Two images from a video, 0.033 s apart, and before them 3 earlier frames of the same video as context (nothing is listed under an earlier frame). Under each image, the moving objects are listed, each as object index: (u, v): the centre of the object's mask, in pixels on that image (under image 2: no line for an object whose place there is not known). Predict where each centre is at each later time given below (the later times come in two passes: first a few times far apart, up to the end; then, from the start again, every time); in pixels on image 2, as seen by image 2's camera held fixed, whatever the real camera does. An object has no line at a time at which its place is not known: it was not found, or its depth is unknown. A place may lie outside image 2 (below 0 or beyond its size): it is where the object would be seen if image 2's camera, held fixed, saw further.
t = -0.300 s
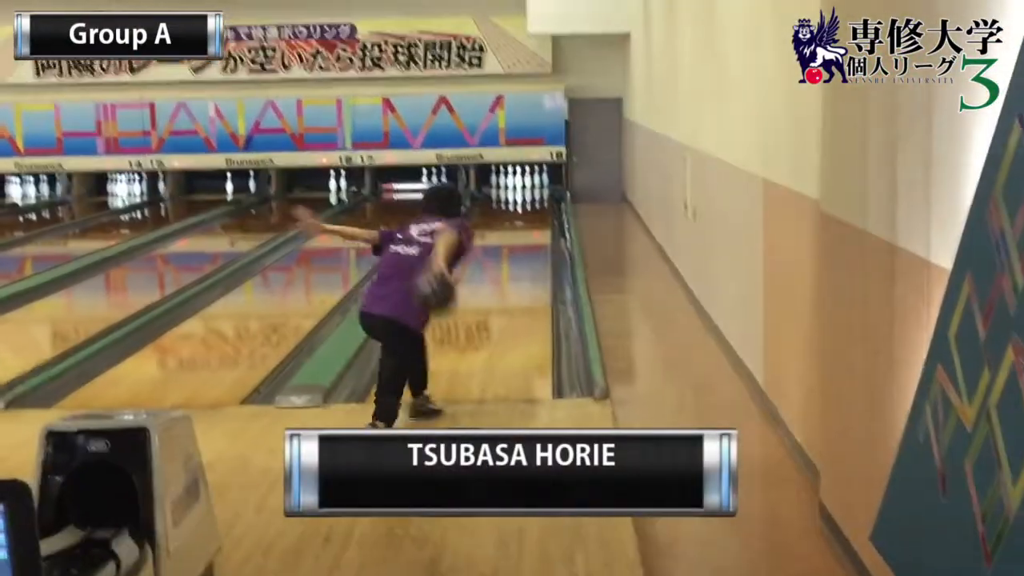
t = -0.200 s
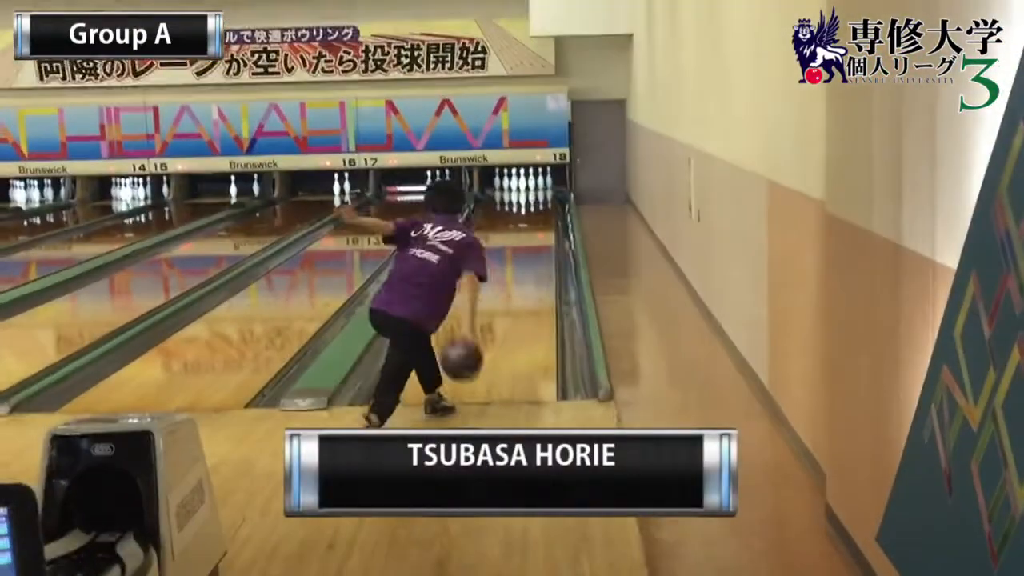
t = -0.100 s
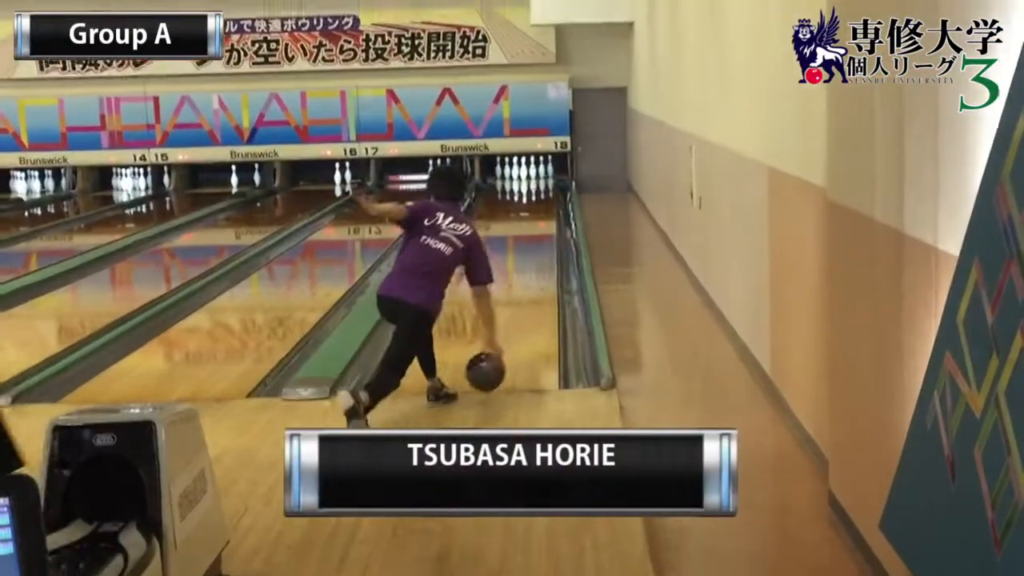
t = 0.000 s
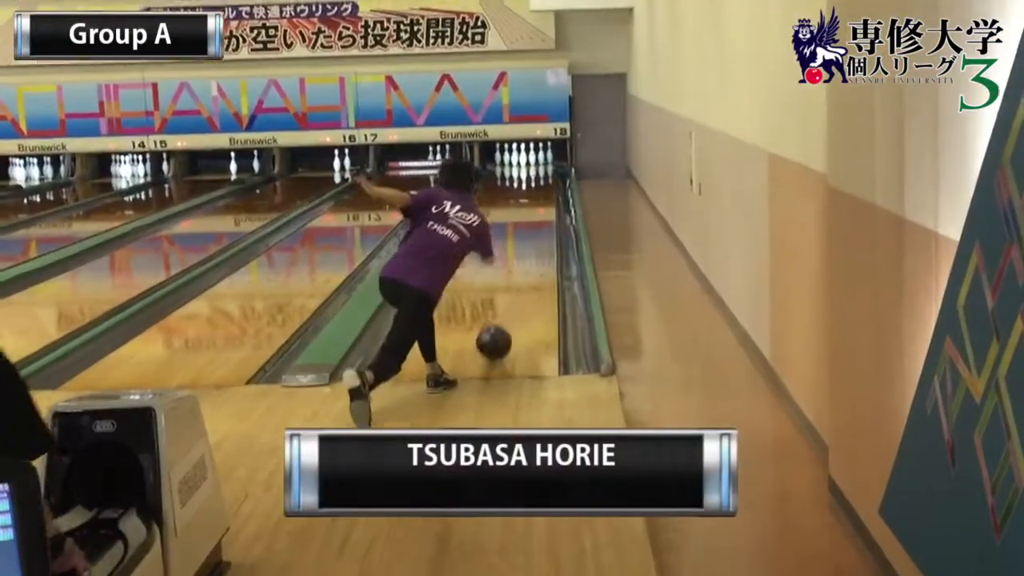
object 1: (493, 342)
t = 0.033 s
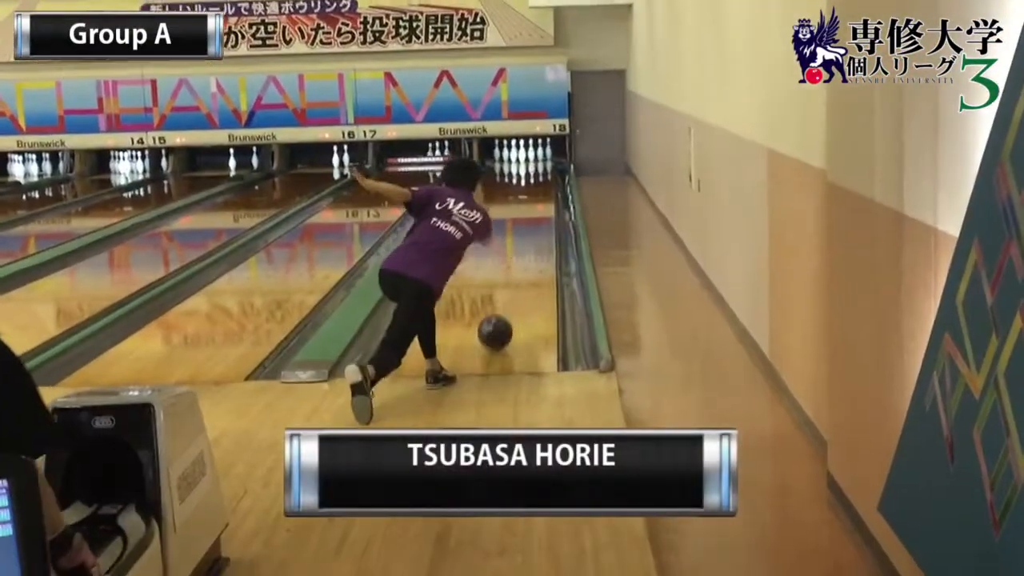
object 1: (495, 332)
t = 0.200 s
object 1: (504, 300)
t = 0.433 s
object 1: (514, 267)
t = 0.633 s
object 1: (521, 246)
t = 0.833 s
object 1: (528, 230)
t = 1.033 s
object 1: (529, 213)
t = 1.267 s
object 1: (532, 200)
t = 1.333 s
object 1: (533, 196)
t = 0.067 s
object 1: (496, 325)
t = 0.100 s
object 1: (499, 319)
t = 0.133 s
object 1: (500, 313)
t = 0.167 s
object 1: (502, 307)
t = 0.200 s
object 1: (504, 300)
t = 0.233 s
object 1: (506, 295)
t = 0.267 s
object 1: (508, 290)
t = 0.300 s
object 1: (509, 285)
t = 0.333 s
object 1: (511, 280)
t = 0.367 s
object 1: (512, 275)
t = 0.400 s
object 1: (513, 271)
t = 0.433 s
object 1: (514, 267)
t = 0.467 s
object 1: (516, 263)
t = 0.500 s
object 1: (517, 259)
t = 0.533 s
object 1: (518, 255)
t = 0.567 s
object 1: (519, 252)
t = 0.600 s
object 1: (520, 249)
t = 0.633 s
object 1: (521, 246)
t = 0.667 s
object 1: (522, 242)
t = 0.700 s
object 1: (522, 240)
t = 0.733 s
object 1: (523, 237)
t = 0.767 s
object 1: (525, 235)
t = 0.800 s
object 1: (527, 232)
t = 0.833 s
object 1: (528, 230)
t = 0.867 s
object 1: (530, 224)
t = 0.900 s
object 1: (527, 222)
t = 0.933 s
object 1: (528, 220)
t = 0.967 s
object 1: (528, 217)
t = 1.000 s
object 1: (529, 215)
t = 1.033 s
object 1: (529, 213)
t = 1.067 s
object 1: (530, 212)
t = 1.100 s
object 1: (530, 209)
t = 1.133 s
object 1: (530, 207)
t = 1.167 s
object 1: (530, 205)
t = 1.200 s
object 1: (531, 202)
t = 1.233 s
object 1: (532, 201)
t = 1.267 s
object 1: (532, 200)
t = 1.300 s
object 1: (534, 197)
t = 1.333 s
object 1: (533, 196)
